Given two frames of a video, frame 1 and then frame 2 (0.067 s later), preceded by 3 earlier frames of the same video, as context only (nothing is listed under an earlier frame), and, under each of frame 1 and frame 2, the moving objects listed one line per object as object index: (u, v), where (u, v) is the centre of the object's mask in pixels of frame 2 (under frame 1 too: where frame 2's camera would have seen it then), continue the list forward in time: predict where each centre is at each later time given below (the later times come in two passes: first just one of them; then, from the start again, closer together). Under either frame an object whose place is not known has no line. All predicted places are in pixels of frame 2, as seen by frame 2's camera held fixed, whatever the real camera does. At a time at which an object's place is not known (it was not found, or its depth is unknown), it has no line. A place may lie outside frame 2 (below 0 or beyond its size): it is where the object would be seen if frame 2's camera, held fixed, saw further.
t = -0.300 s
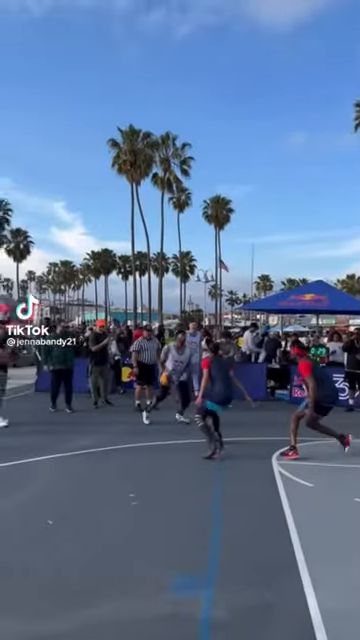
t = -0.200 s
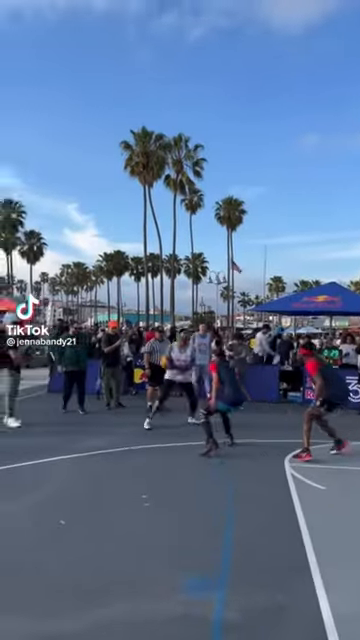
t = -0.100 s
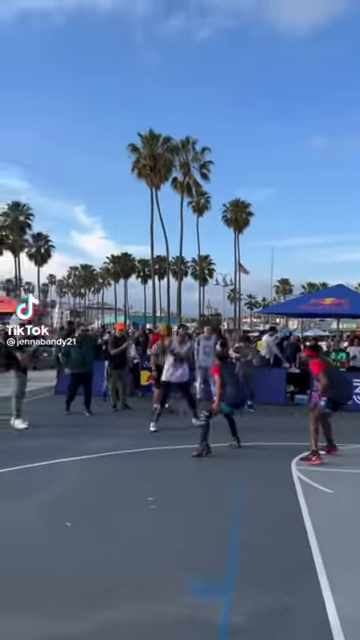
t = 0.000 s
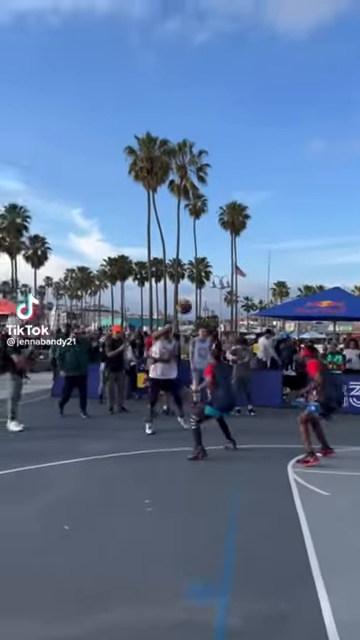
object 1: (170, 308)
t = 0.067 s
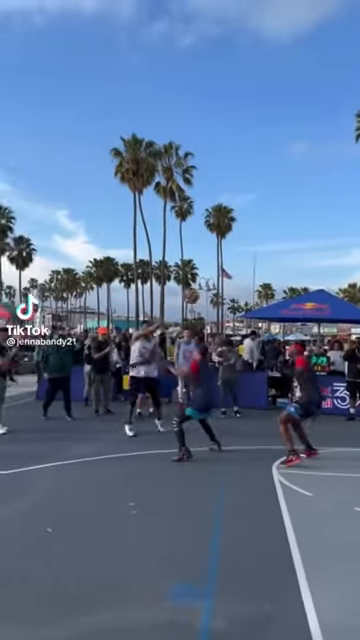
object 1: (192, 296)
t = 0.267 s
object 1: (264, 267)
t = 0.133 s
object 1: (213, 284)
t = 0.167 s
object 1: (226, 279)
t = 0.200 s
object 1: (239, 275)
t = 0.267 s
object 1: (264, 267)
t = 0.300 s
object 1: (278, 264)
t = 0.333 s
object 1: (294, 261)
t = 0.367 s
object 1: (309, 260)
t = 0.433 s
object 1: (339, 260)
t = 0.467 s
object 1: (358, 261)
